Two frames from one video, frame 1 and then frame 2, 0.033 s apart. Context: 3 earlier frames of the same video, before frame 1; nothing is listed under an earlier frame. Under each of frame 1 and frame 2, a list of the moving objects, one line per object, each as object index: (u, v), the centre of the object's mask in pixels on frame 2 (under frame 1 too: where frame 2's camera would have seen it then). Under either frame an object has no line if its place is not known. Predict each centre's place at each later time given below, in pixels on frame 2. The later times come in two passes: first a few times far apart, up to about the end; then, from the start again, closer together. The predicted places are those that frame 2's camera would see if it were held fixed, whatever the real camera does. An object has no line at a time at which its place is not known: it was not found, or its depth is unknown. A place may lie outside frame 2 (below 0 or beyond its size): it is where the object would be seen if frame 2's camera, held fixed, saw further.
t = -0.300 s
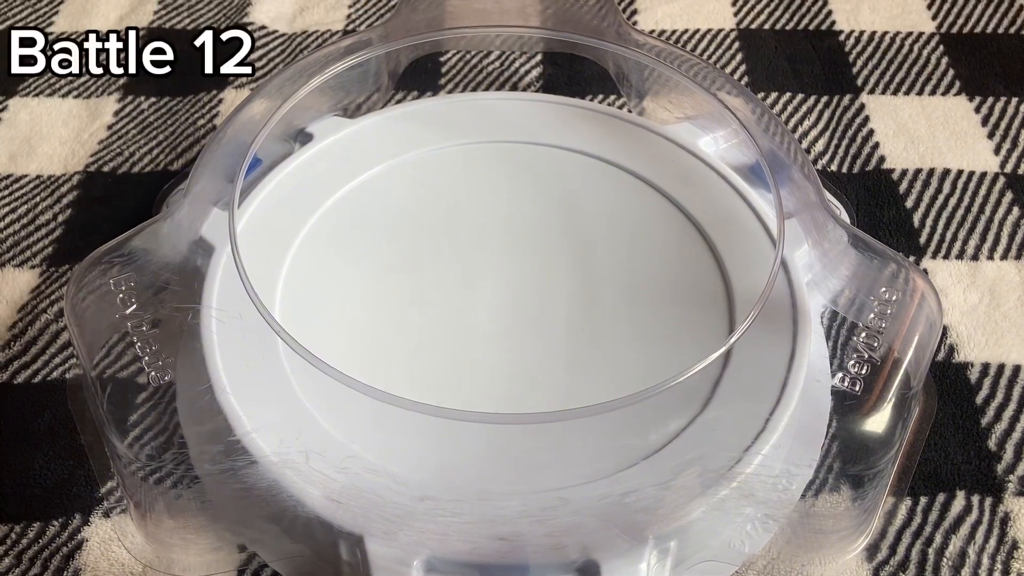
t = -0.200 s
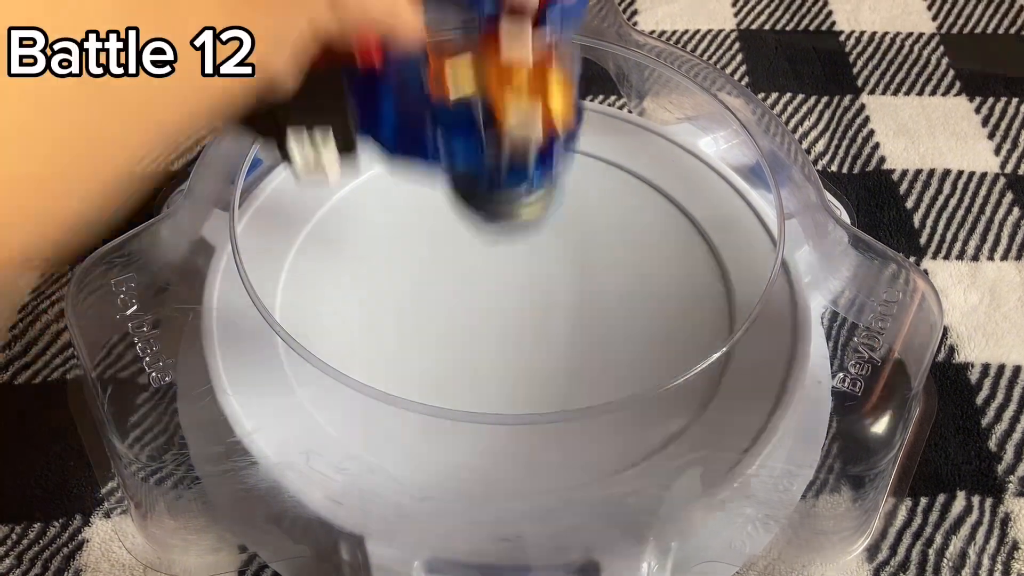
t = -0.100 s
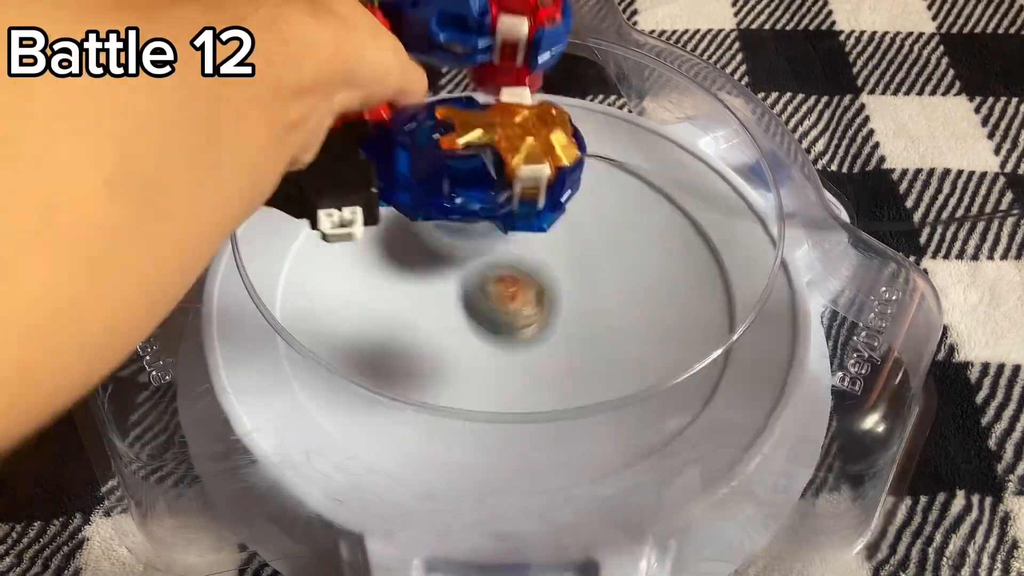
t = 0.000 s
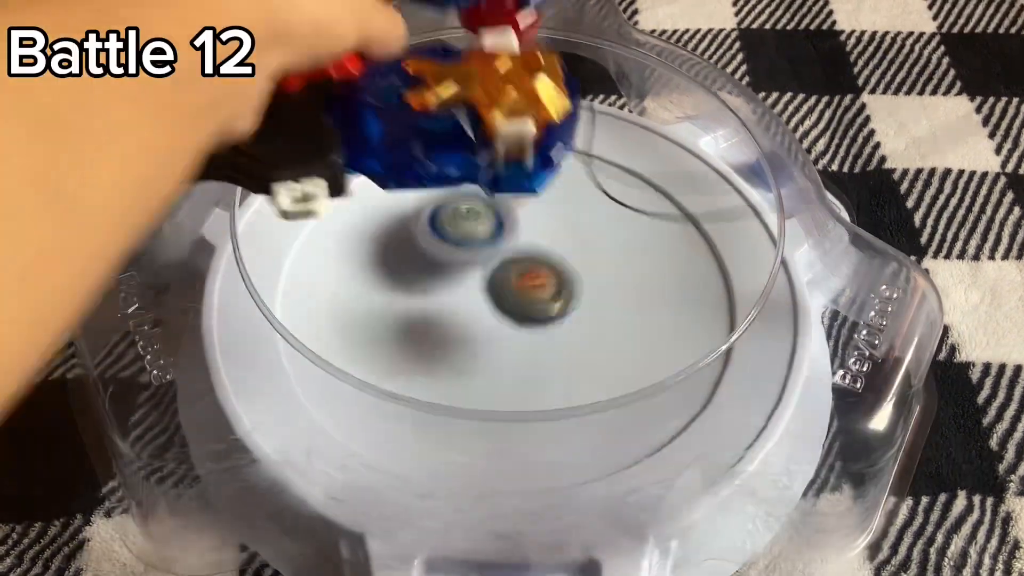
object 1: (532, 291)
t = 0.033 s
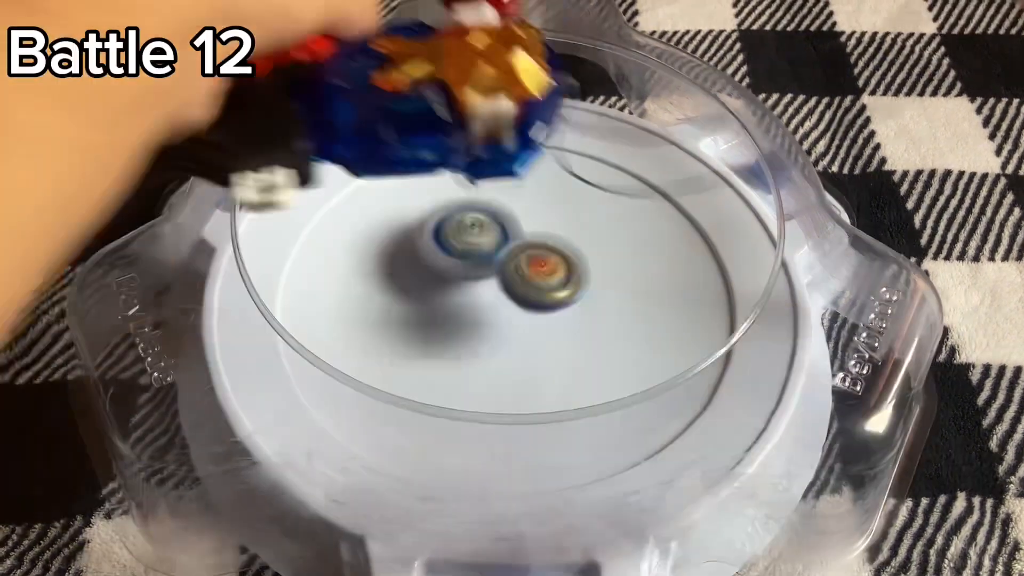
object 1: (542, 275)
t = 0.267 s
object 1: (715, 338)
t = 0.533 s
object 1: (403, 349)
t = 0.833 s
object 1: (405, 294)
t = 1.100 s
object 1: (577, 311)
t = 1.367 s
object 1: (583, 198)
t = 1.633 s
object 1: (816, 520)
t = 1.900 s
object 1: (908, 535)
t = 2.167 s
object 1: (907, 534)
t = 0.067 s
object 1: (580, 276)
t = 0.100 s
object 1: (654, 291)
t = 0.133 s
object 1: (726, 285)
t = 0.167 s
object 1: (785, 276)
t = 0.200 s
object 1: (772, 294)
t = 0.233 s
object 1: (749, 318)
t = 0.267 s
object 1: (715, 338)
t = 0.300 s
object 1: (679, 361)
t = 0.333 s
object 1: (638, 372)
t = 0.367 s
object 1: (591, 376)
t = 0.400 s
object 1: (549, 379)
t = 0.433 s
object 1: (508, 379)
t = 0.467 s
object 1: (467, 373)
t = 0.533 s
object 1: (403, 349)
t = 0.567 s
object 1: (381, 336)
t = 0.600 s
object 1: (365, 324)
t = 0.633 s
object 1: (357, 312)
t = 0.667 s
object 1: (354, 302)
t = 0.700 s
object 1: (357, 295)
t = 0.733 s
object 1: (365, 290)
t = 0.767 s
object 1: (376, 289)
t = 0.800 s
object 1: (390, 290)
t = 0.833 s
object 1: (405, 294)
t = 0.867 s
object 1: (422, 300)
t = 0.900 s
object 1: (441, 307)
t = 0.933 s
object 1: (461, 315)
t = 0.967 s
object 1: (483, 321)
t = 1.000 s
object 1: (507, 324)
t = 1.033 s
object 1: (531, 324)
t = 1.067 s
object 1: (555, 319)
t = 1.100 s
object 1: (577, 311)
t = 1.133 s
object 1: (596, 300)
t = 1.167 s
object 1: (609, 285)
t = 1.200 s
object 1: (618, 269)
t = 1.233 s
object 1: (623, 253)
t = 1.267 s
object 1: (620, 236)
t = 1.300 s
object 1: (614, 221)
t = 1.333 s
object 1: (600, 209)
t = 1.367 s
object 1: (583, 198)
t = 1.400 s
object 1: (567, 190)
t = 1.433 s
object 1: (641, 223)
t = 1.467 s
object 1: (717, 247)
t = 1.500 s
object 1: (783, 272)
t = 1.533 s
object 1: (825, 315)
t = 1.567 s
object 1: (855, 386)
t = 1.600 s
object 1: (842, 444)
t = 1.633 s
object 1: (816, 520)
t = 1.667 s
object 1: (863, 567)
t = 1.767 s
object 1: (902, 541)
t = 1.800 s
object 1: (904, 536)
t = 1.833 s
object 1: (905, 535)
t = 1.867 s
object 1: (908, 535)
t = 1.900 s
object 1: (908, 535)
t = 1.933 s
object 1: (908, 535)
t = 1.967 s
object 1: (908, 535)
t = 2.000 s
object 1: (908, 535)
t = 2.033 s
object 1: (907, 536)
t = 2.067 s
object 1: (907, 536)
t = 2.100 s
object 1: (907, 535)
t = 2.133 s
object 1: (907, 535)
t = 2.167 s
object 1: (907, 534)
